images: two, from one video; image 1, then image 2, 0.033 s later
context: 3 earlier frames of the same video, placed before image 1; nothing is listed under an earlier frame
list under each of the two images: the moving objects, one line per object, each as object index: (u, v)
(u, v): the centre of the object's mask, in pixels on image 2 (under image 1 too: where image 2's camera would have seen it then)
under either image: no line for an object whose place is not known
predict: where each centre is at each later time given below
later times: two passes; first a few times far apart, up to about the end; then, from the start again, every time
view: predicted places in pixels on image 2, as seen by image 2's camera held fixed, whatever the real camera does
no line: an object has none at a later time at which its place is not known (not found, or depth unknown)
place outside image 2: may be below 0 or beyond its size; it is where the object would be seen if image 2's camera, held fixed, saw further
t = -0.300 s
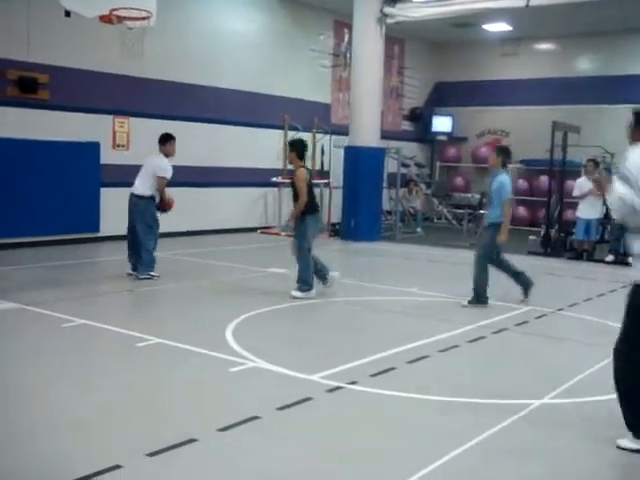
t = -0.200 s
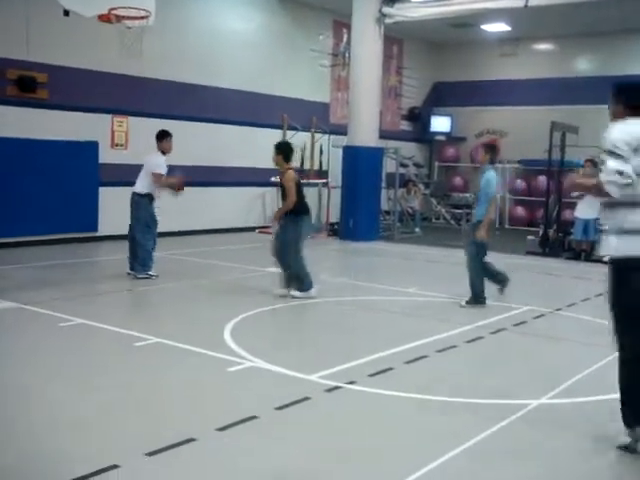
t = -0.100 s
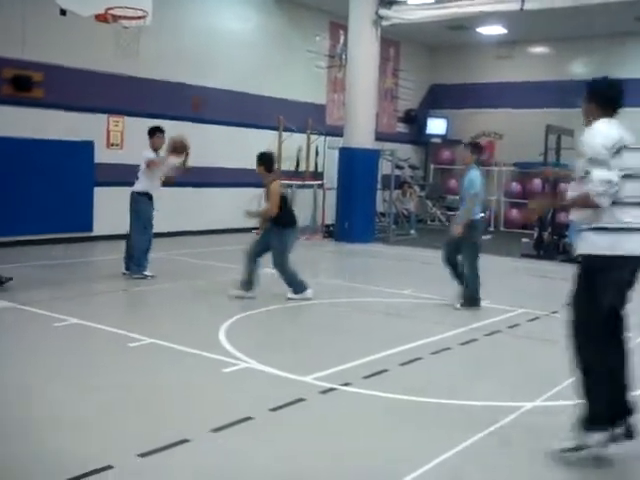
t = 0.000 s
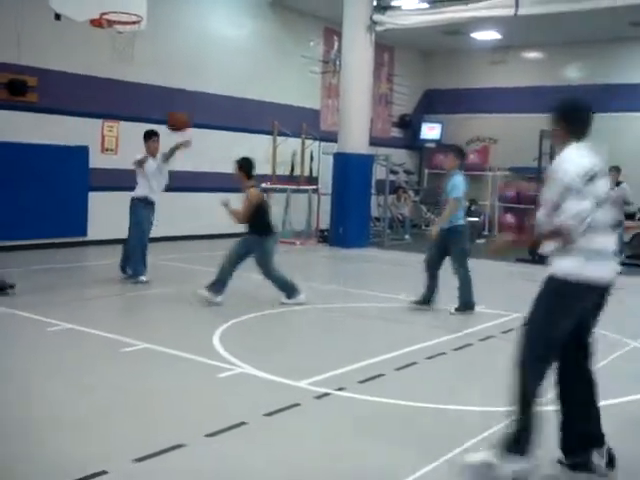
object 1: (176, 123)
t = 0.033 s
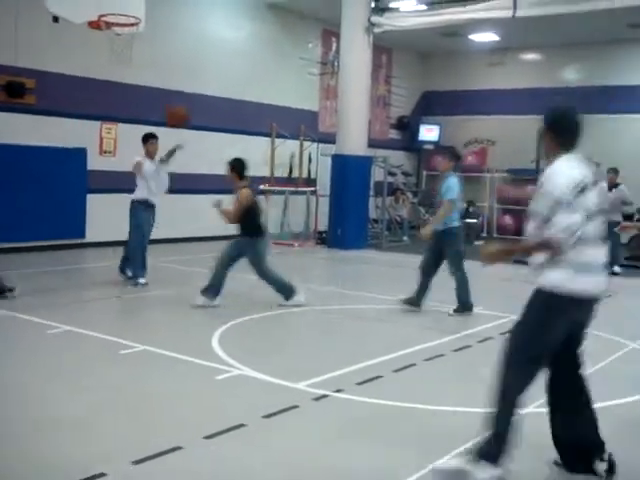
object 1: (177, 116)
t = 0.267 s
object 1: (196, 70)
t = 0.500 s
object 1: (223, 75)
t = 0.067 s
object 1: (179, 107)
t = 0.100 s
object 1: (183, 98)
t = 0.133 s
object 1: (184, 92)
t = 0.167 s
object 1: (187, 86)
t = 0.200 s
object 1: (190, 80)
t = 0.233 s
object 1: (193, 74)
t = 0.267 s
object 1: (196, 70)
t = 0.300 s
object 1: (199, 67)
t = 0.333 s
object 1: (203, 66)
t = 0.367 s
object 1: (206, 64)
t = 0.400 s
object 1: (210, 65)
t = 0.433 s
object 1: (214, 67)
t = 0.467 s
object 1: (218, 69)
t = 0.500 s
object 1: (223, 75)
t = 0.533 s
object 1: (228, 83)
